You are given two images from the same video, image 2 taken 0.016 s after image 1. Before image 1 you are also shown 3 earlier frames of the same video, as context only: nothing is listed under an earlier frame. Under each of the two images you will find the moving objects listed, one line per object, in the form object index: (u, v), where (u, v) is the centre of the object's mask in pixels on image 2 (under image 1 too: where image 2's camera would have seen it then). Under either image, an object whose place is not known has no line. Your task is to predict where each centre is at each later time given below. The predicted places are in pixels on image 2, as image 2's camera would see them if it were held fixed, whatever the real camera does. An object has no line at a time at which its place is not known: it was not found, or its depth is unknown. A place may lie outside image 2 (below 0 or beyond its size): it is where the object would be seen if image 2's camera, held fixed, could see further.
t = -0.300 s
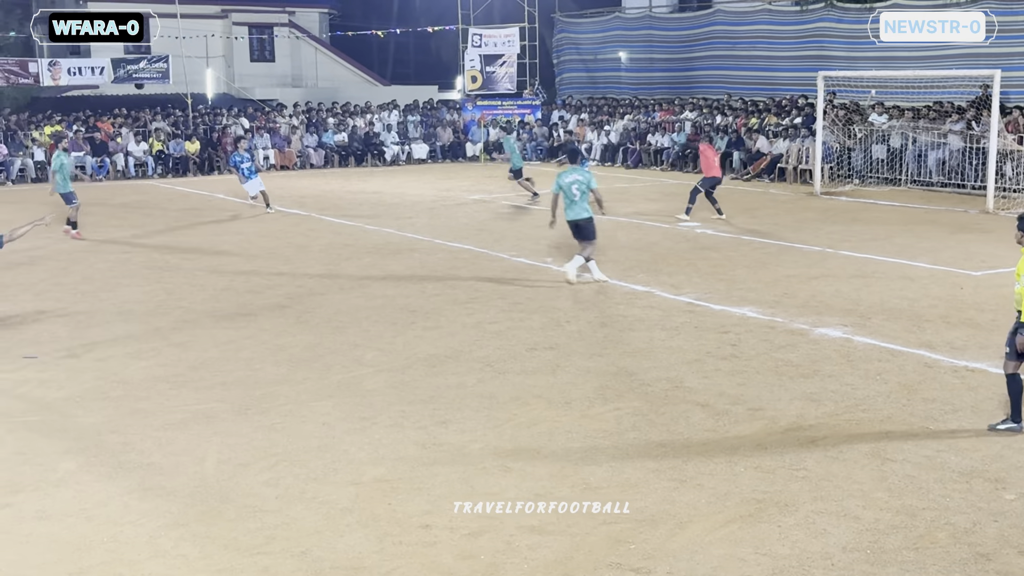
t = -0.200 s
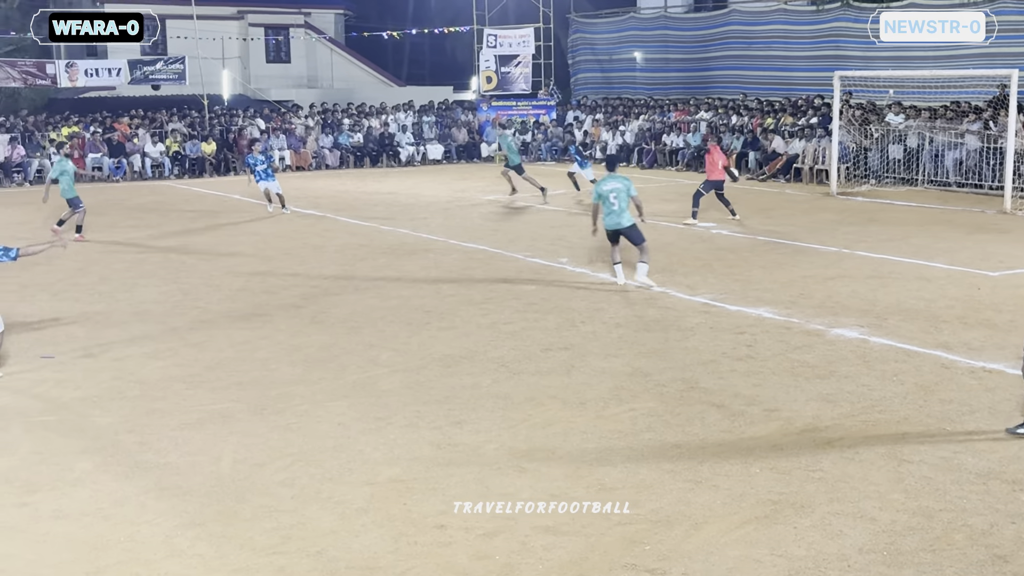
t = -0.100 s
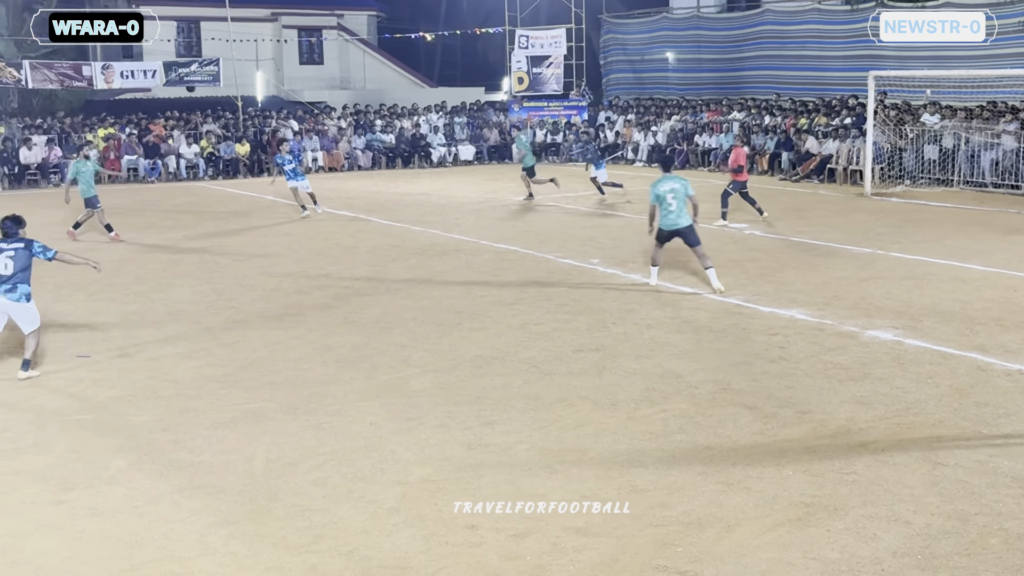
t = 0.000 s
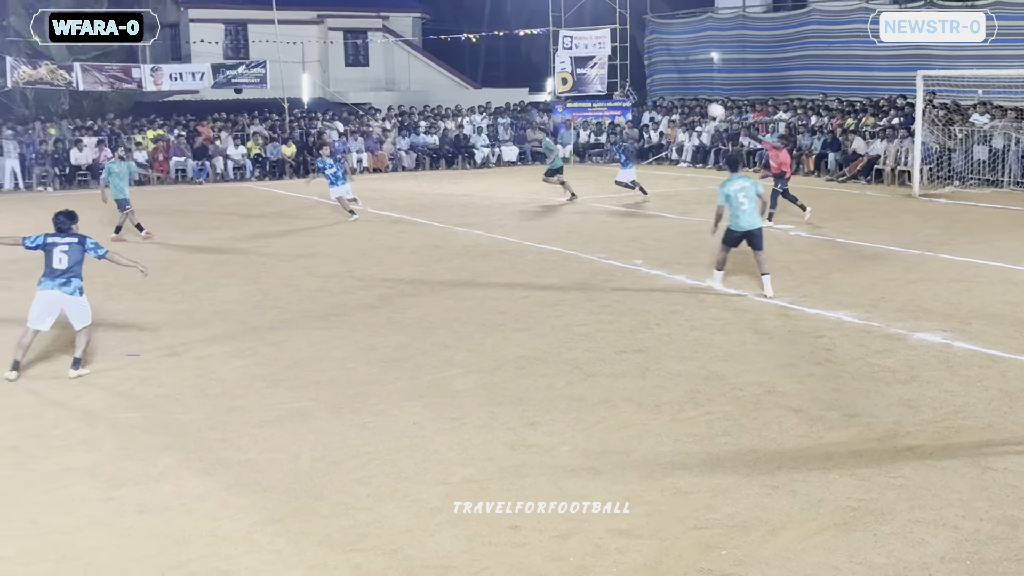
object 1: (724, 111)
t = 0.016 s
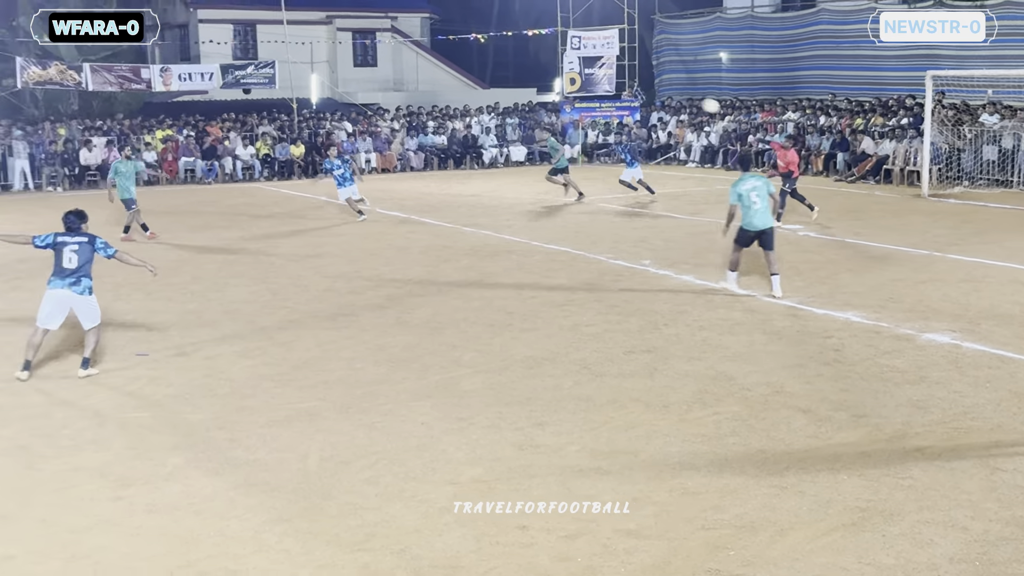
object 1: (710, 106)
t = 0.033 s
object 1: (697, 101)
